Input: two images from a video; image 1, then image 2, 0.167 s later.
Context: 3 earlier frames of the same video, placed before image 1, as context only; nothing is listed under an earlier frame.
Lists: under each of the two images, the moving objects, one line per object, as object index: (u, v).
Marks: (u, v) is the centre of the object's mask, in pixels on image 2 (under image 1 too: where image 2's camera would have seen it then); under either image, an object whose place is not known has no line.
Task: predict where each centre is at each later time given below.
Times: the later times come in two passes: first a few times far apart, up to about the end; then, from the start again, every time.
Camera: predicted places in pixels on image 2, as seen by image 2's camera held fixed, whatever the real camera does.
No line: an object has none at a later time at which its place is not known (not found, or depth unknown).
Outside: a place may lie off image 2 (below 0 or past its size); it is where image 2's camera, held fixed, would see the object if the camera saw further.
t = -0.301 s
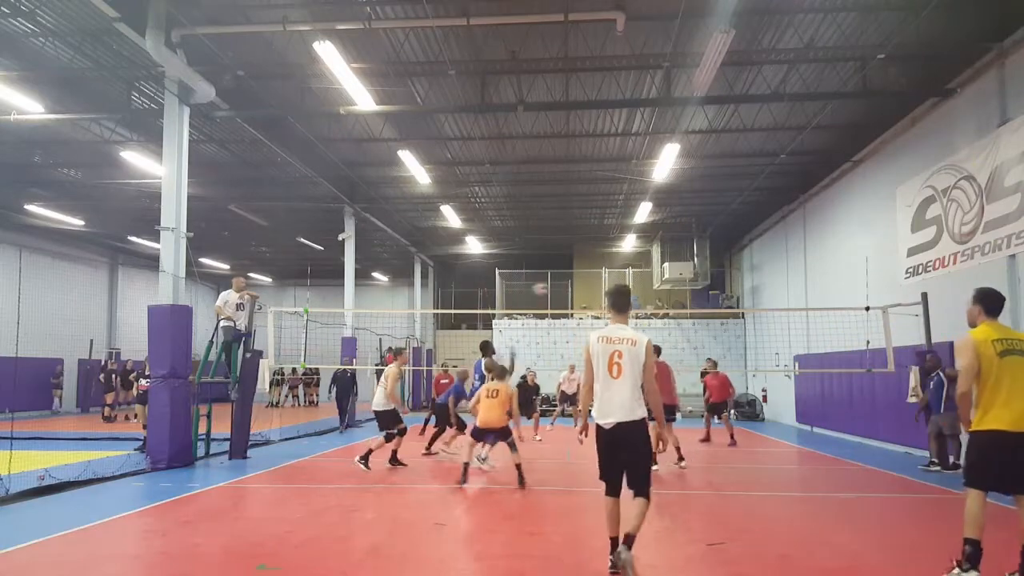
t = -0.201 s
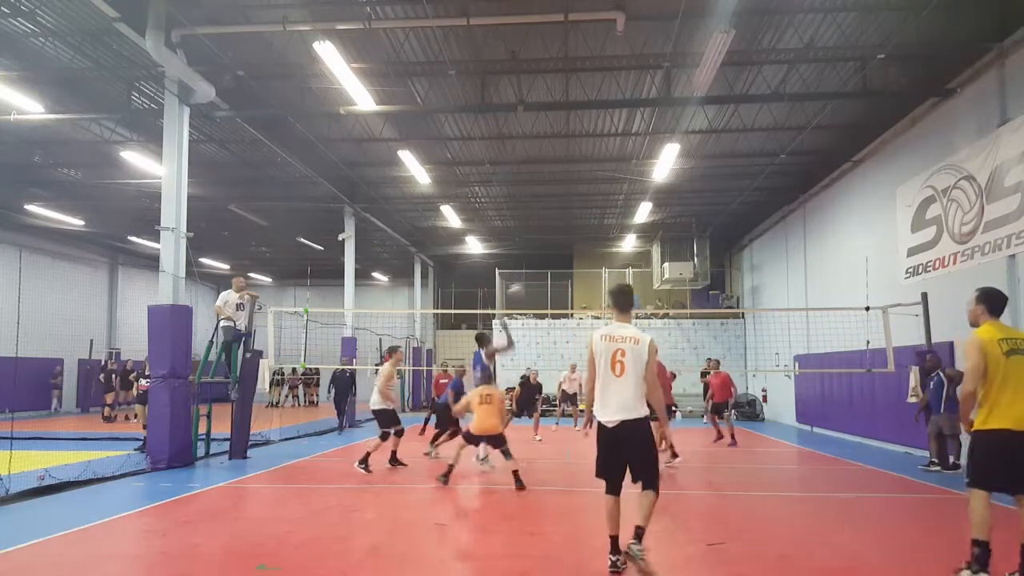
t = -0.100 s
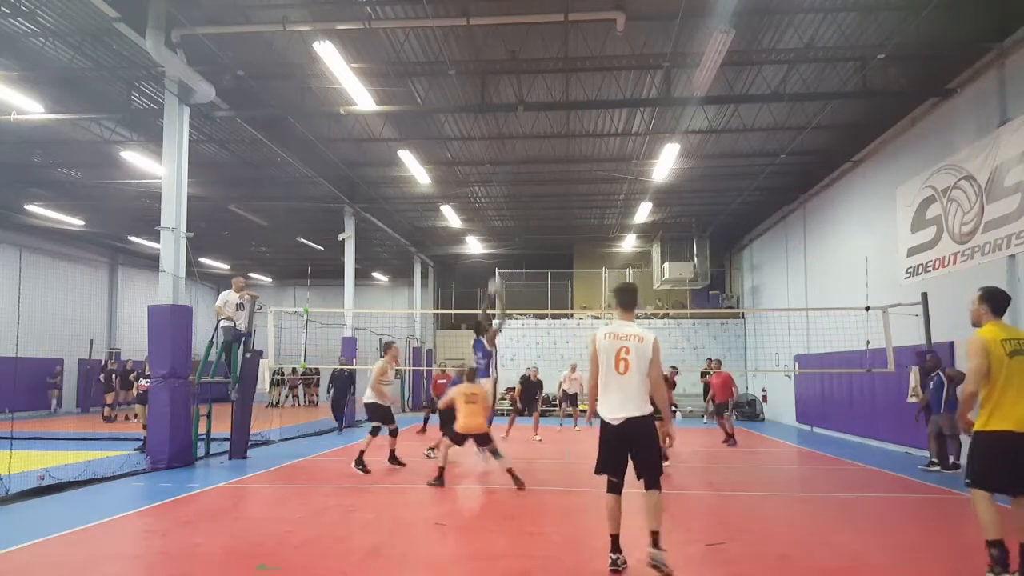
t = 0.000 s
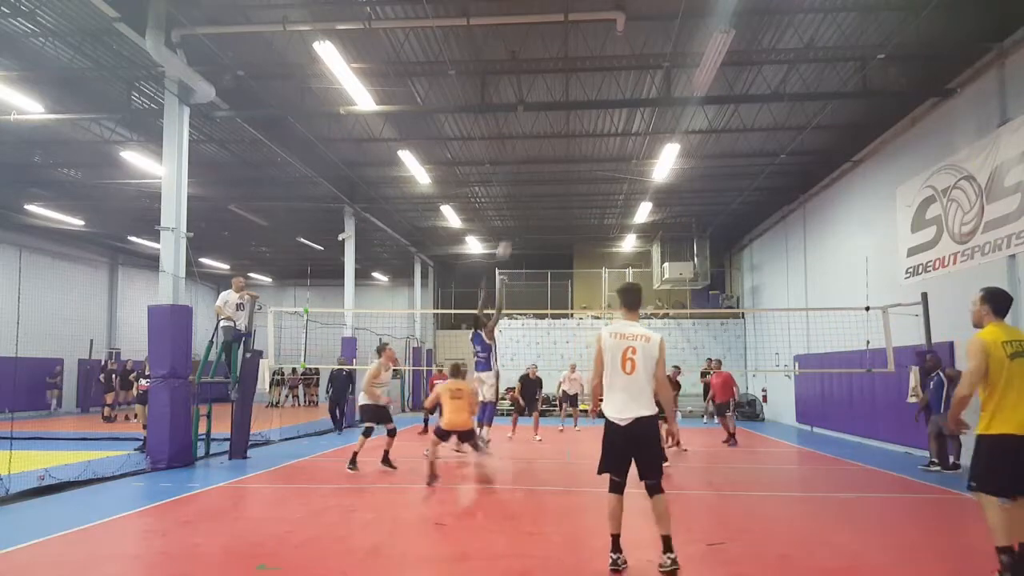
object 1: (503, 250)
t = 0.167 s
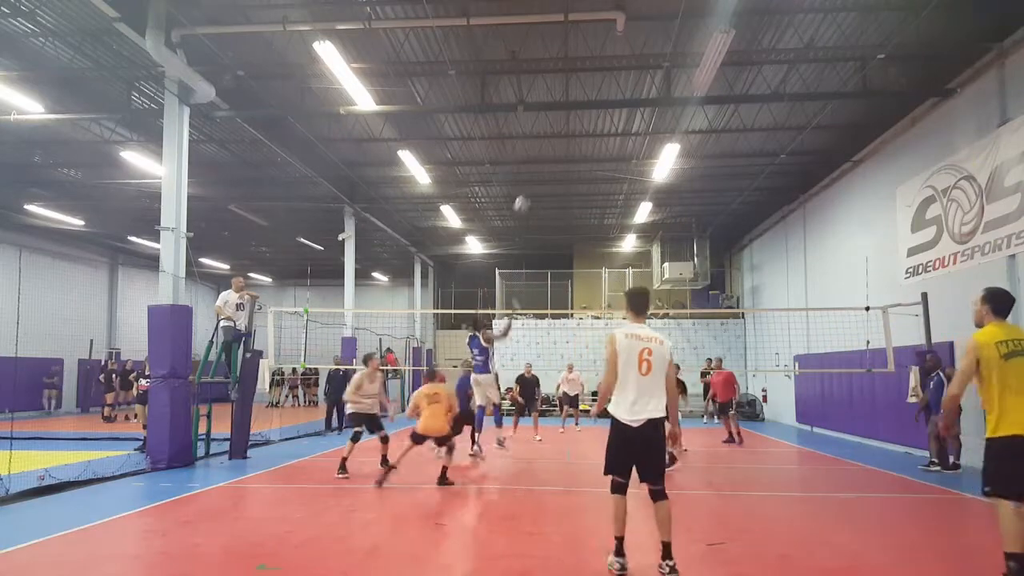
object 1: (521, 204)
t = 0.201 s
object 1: (524, 196)
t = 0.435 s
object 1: (546, 167)
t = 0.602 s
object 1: (562, 167)
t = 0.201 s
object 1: (524, 196)
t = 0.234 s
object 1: (528, 190)
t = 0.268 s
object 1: (531, 185)
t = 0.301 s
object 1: (534, 180)
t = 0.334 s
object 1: (537, 176)
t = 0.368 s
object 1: (540, 172)
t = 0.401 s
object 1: (544, 170)
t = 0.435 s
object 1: (546, 167)
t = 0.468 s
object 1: (550, 166)
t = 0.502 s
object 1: (552, 166)
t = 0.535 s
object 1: (556, 166)
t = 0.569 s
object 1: (559, 167)
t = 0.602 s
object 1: (562, 167)
